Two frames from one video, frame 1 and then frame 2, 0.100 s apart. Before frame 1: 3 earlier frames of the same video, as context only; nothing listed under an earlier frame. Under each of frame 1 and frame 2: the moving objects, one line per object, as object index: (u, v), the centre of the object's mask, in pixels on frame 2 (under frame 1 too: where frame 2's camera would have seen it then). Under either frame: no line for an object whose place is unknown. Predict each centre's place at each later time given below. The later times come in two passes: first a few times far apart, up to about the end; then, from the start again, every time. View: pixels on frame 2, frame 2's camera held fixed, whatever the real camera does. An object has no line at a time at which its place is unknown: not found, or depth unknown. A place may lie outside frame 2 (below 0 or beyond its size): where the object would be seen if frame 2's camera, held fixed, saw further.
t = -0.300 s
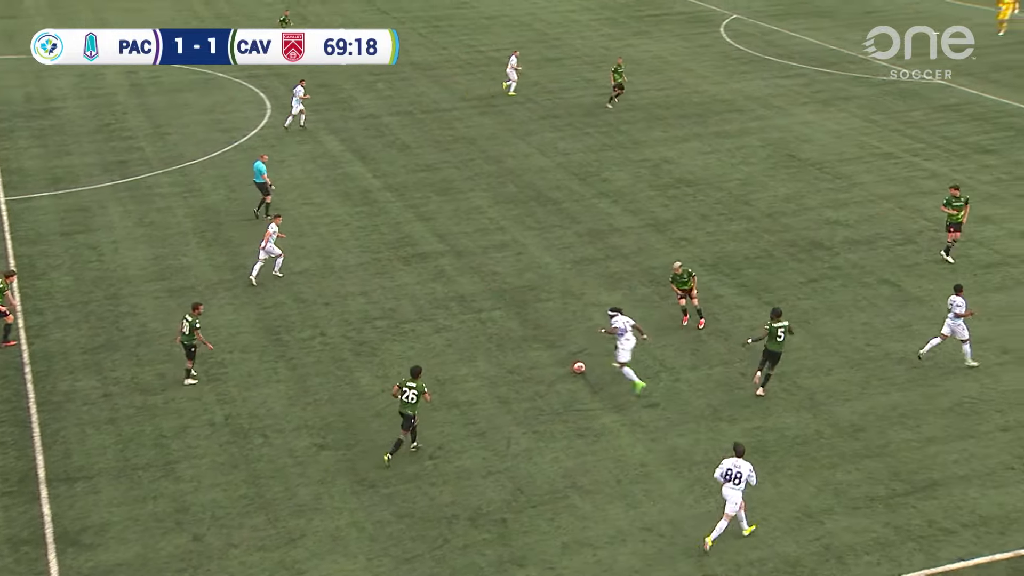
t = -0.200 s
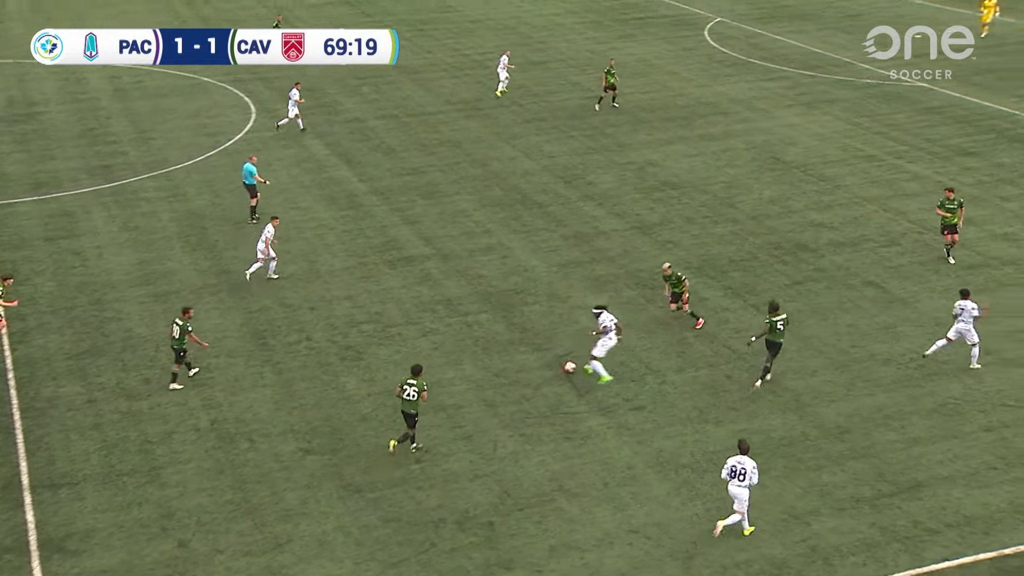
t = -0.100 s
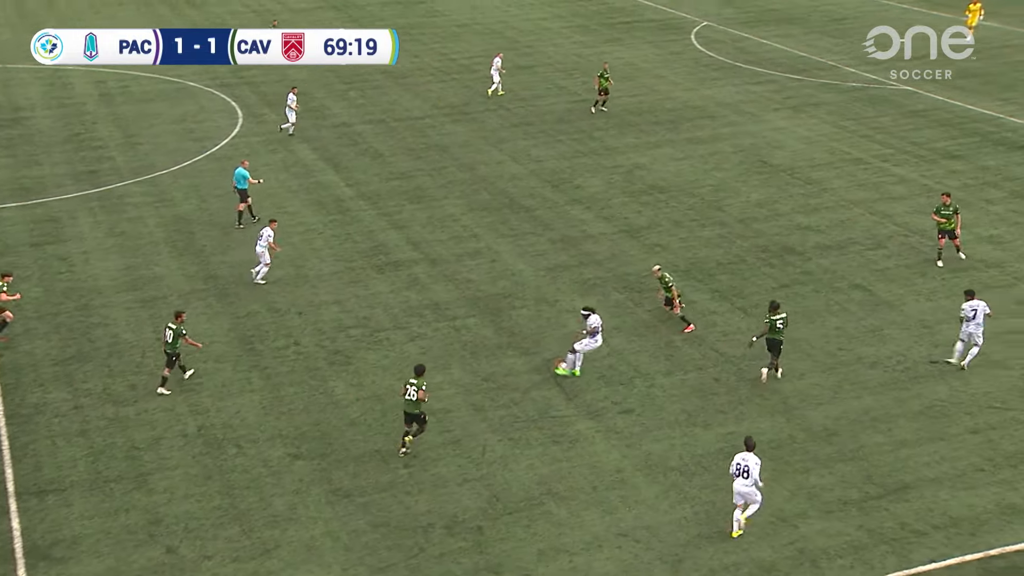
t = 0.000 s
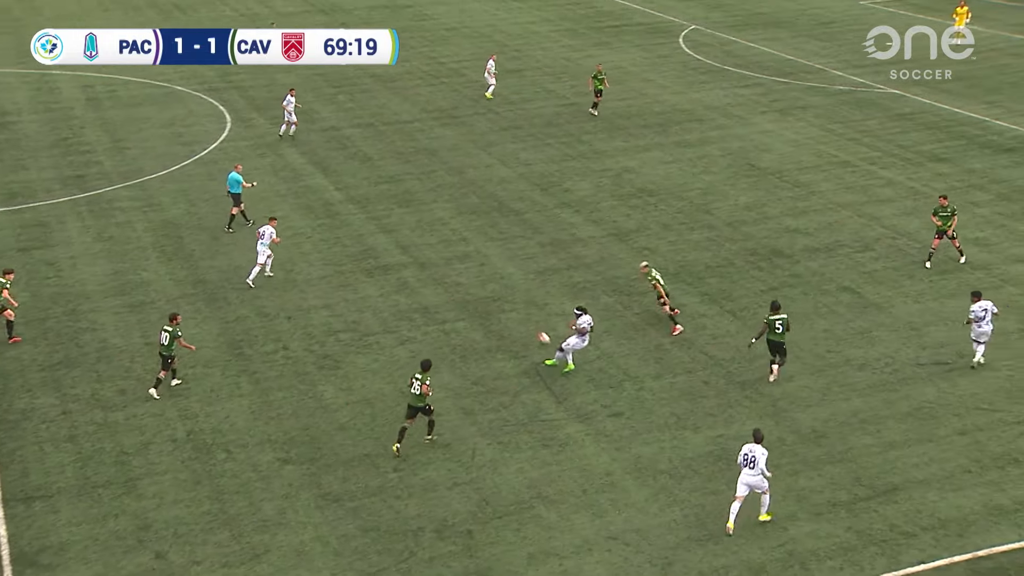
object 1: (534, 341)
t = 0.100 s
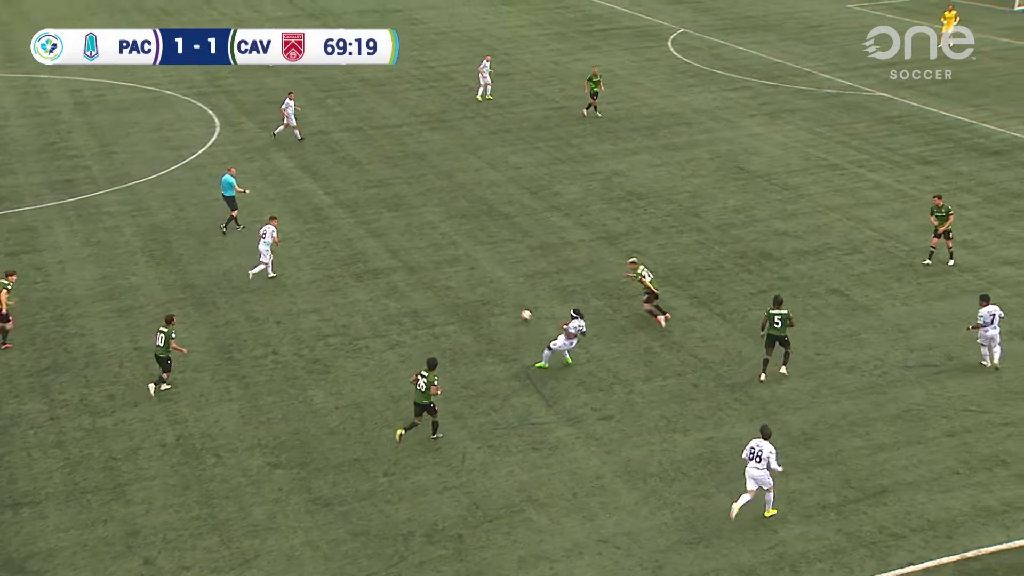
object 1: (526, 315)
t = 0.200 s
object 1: (521, 293)
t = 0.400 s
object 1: (515, 256)
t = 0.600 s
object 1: (512, 230)
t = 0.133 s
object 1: (524, 308)
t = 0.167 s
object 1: (523, 301)
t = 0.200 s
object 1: (521, 293)
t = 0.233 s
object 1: (520, 285)
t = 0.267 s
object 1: (519, 279)
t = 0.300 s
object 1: (518, 274)
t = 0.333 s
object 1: (517, 268)
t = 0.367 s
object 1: (515, 261)
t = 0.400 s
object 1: (515, 256)
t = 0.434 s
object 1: (514, 251)
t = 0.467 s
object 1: (513, 246)
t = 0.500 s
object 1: (513, 242)
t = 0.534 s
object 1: (512, 237)
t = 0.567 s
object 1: (512, 233)
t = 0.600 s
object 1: (512, 230)
